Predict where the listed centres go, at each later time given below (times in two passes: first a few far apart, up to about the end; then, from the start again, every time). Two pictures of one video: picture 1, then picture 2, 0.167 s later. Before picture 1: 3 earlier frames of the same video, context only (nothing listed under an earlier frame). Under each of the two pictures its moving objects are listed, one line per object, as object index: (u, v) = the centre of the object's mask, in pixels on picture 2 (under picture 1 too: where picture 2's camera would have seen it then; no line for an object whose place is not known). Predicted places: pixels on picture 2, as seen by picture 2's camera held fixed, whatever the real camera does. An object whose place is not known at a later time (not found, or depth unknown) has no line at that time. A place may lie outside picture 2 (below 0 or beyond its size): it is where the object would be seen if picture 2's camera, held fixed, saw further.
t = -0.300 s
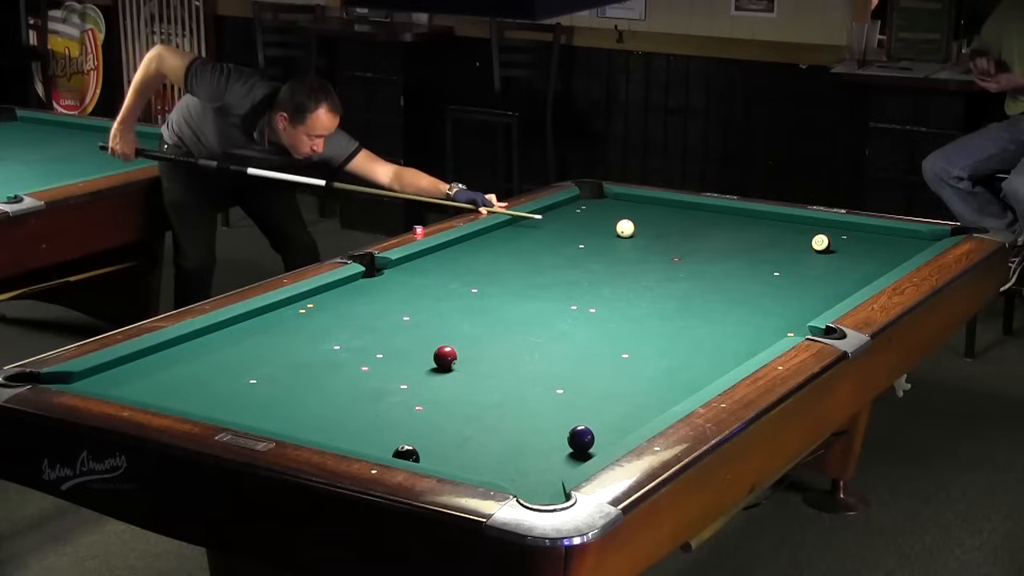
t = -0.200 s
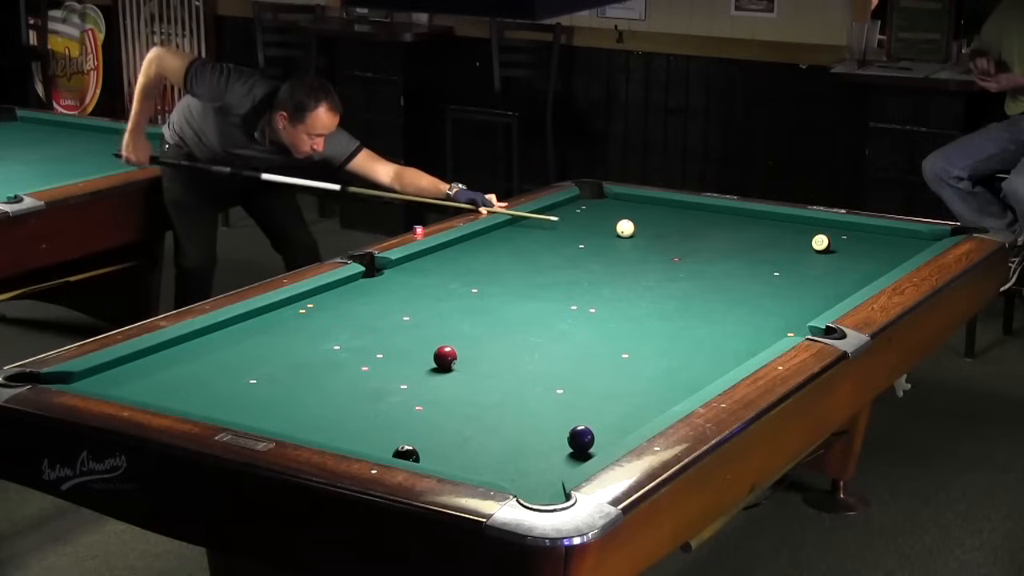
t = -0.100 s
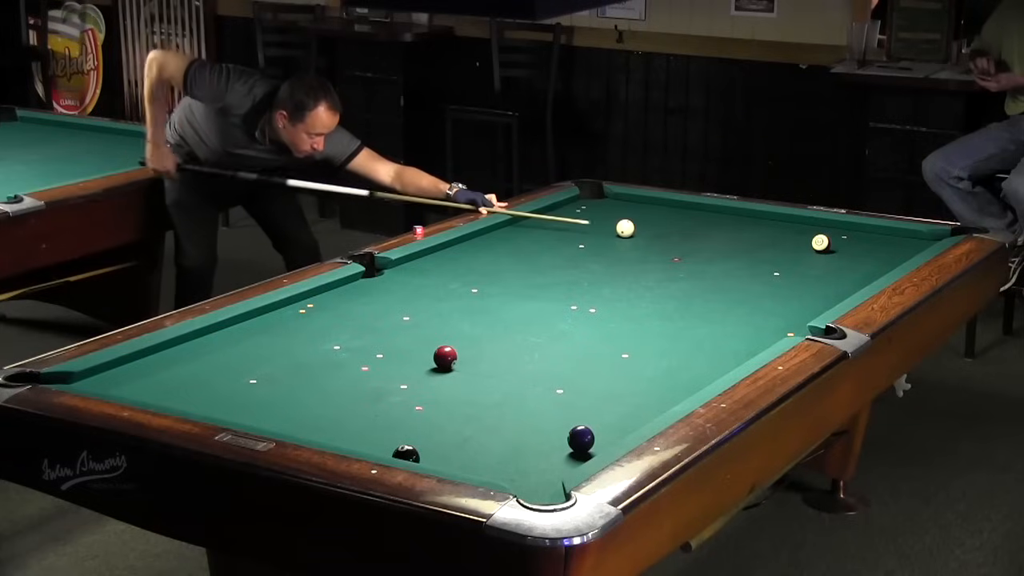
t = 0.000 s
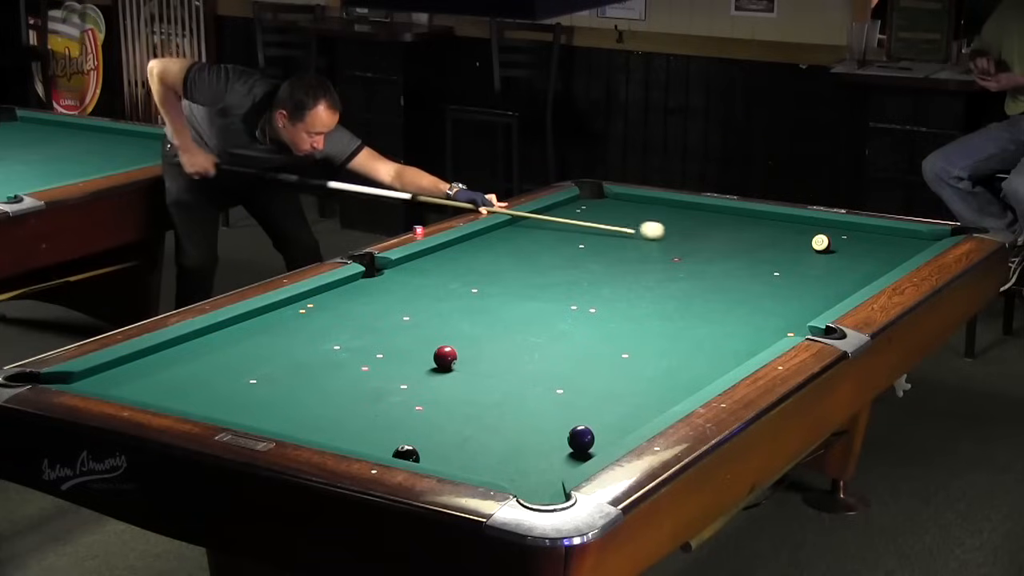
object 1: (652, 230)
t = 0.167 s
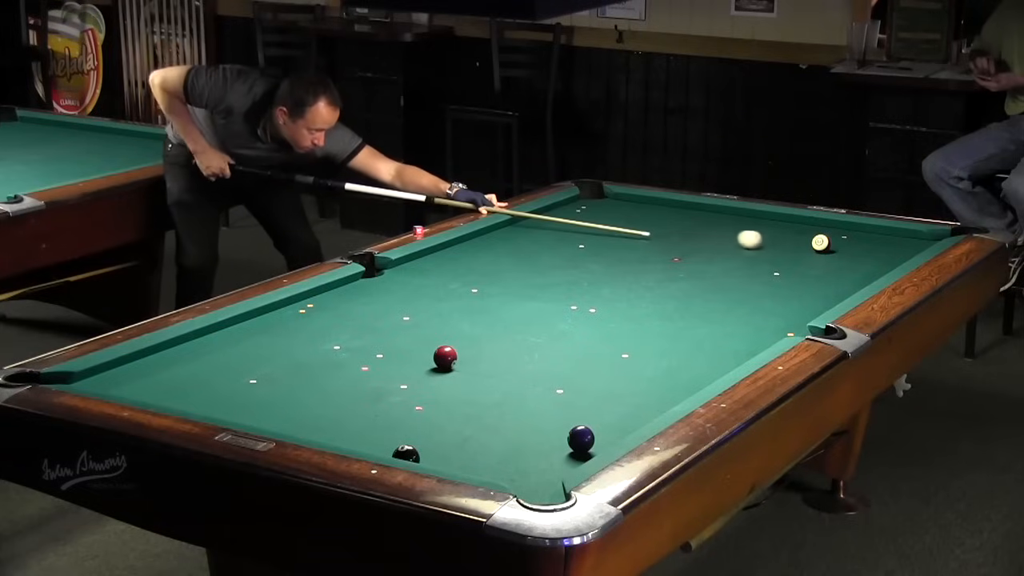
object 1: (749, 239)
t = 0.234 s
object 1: (787, 243)
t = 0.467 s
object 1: (847, 259)
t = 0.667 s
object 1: (871, 271)
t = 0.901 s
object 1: (807, 275)
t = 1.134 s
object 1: (744, 279)
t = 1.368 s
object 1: (682, 284)
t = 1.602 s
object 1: (621, 287)
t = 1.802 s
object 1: (569, 291)
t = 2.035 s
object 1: (510, 295)
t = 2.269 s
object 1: (451, 299)
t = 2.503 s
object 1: (394, 303)
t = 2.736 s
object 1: (337, 307)
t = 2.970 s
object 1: (281, 311)
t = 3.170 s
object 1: (263, 317)
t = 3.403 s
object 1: (265, 325)
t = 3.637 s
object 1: (267, 334)
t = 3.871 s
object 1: (270, 341)
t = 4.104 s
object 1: (272, 349)
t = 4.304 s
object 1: (274, 355)
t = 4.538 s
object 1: (276, 361)
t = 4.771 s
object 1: (277, 367)
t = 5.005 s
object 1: (279, 372)
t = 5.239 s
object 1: (281, 377)
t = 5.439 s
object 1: (282, 380)
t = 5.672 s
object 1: (283, 384)
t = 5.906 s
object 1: (283, 387)
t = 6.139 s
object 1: (284, 389)
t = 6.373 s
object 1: (285, 391)
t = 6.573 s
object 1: (285, 392)
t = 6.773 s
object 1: (286, 392)
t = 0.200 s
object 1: (768, 241)
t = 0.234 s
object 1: (787, 243)
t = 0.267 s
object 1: (803, 244)
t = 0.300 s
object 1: (809, 247)
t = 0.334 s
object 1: (815, 249)
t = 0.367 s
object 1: (823, 252)
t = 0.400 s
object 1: (831, 254)
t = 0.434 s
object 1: (839, 257)
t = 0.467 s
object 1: (847, 259)
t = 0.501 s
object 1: (856, 262)
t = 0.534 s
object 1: (864, 264)
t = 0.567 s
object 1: (872, 267)
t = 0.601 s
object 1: (880, 268)
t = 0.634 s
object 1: (880, 269)
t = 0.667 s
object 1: (871, 271)
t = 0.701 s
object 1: (862, 272)
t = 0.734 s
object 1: (853, 272)
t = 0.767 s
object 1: (844, 273)
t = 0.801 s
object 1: (834, 273)
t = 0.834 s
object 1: (825, 274)
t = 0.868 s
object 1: (816, 275)
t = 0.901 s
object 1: (807, 275)
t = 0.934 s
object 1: (798, 276)
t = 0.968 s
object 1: (789, 276)
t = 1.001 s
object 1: (780, 277)
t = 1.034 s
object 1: (771, 278)
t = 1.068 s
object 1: (762, 278)
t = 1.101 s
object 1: (753, 279)
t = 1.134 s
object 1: (744, 279)
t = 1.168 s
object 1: (735, 280)
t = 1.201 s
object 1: (727, 281)
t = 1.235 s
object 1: (718, 281)
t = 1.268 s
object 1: (709, 282)
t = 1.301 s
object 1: (700, 282)
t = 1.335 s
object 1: (691, 283)
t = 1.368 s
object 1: (682, 284)
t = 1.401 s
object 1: (674, 284)
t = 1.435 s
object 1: (665, 285)
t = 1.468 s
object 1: (656, 285)
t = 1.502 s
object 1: (647, 286)
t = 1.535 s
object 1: (639, 286)
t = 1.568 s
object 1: (630, 287)
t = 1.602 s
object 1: (621, 287)
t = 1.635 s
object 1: (613, 288)
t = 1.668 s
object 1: (604, 289)
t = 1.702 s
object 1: (595, 289)
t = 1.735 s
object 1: (587, 290)
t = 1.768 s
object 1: (578, 291)
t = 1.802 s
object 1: (569, 291)
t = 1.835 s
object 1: (561, 292)
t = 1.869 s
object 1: (552, 292)
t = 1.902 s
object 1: (544, 293)
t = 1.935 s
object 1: (535, 294)
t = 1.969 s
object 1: (527, 294)
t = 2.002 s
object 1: (519, 295)
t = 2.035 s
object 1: (510, 295)
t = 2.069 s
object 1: (502, 296)
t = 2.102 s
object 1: (493, 296)
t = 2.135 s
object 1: (485, 297)
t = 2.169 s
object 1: (477, 298)
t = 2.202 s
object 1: (468, 298)
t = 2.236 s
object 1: (460, 299)
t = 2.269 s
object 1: (451, 299)
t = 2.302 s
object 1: (443, 300)
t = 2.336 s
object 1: (434, 301)
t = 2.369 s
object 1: (426, 301)
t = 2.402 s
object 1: (418, 302)
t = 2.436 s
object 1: (410, 302)
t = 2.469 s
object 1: (401, 303)
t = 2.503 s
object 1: (394, 303)
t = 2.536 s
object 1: (386, 304)
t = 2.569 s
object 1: (377, 305)
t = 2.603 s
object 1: (369, 305)
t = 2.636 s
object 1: (361, 306)
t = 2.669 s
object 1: (353, 306)
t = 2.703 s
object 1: (345, 307)
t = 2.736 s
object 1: (337, 307)
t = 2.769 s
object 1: (329, 308)
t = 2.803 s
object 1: (321, 308)
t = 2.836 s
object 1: (313, 309)
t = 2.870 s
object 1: (305, 310)
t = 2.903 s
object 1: (296, 310)
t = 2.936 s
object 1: (289, 311)
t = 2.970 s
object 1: (281, 311)
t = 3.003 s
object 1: (273, 312)
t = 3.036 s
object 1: (265, 312)
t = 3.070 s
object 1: (262, 313)
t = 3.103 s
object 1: (262, 314)
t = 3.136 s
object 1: (263, 316)
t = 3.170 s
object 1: (263, 317)
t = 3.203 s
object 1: (263, 318)
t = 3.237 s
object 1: (263, 319)
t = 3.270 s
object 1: (264, 320)
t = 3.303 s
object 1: (264, 322)
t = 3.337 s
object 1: (265, 323)
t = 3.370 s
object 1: (265, 324)
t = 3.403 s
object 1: (265, 325)
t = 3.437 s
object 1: (266, 326)
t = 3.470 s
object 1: (266, 327)
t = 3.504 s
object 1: (266, 329)
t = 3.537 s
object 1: (267, 330)
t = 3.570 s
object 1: (267, 331)
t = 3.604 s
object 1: (267, 332)
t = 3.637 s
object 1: (267, 334)
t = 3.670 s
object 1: (268, 335)
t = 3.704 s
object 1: (268, 336)
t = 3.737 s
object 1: (268, 337)
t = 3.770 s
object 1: (269, 338)
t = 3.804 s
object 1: (269, 339)
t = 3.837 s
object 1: (269, 340)
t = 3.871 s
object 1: (270, 341)
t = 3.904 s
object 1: (270, 343)
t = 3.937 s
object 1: (270, 343)
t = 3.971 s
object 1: (271, 345)
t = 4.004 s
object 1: (271, 346)
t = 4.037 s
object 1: (272, 346)
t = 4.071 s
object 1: (272, 348)
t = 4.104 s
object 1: (272, 349)
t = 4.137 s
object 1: (272, 350)
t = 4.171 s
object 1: (273, 351)
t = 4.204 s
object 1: (273, 352)
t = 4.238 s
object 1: (273, 353)
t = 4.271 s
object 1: (274, 353)
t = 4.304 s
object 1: (274, 355)
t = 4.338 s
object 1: (274, 356)
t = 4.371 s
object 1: (274, 357)
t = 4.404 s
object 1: (275, 357)
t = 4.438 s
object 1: (275, 358)
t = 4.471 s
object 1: (275, 359)
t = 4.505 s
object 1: (276, 360)
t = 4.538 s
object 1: (276, 361)
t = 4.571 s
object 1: (276, 362)
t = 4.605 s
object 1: (276, 363)
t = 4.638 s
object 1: (277, 363)
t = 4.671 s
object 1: (277, 364)
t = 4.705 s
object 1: (277, 365)
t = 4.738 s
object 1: (277, 366)
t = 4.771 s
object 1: (277, 367)
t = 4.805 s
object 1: (278, 368)
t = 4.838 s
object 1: (278, 368)
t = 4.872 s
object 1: (278, 369)
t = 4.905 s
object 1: (279, 370)
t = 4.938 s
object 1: (279, 371)
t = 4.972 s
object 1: (279, 371)
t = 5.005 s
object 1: (279, 372)
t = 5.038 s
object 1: (280, 372)
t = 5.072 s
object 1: (280, 374)
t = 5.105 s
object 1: (280, 374)
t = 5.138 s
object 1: (280, 375)
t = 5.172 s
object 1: (281, 376)
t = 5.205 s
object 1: (280, 376)
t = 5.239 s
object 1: (281, 377)
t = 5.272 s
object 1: (281, 378)
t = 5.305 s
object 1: (281, 378)
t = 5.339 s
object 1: (281, 379)
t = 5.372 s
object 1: (281, 379)
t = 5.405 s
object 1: (282, 380)
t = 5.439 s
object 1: (282, 380)
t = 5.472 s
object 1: (282, 381)
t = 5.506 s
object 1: (282, 381)
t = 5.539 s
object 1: (282, 382)
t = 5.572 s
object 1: (282, 383)
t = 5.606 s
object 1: (282, 383)
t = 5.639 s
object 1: (282, 384)
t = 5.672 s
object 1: (283, 384)
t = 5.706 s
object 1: (283, 384)
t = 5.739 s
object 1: (283, 385)
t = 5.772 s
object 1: (283, 385)
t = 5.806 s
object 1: (283, 385)
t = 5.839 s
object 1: (283, 386)
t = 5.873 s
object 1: (283, 386)
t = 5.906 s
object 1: (283, 387)
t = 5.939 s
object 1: (283, 387)
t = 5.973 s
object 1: (284, 387)
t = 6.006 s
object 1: (284, 388)
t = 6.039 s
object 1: (284, 389)
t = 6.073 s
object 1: (284, 389)
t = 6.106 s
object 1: (284, 389)
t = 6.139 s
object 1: (284, 389)
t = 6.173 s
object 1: (284, 390)
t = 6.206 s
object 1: (284, 390)
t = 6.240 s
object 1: (284, 390)
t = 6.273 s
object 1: (285, 390)
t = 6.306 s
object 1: (285, 390)
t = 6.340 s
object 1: (285, 391)
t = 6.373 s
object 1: (285, 391)
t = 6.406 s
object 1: (285, 391)
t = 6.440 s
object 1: (285, 391)
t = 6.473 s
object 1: (285, 391)
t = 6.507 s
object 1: (285, 391)
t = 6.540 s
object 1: (285, 391)
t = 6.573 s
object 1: (285, 392)
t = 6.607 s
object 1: (285, 392)
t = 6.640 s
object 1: (286, 392)
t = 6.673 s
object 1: (286, 392)
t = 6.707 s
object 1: (286, 392)
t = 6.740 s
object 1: (286, 392)
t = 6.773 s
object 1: (286, 392)
